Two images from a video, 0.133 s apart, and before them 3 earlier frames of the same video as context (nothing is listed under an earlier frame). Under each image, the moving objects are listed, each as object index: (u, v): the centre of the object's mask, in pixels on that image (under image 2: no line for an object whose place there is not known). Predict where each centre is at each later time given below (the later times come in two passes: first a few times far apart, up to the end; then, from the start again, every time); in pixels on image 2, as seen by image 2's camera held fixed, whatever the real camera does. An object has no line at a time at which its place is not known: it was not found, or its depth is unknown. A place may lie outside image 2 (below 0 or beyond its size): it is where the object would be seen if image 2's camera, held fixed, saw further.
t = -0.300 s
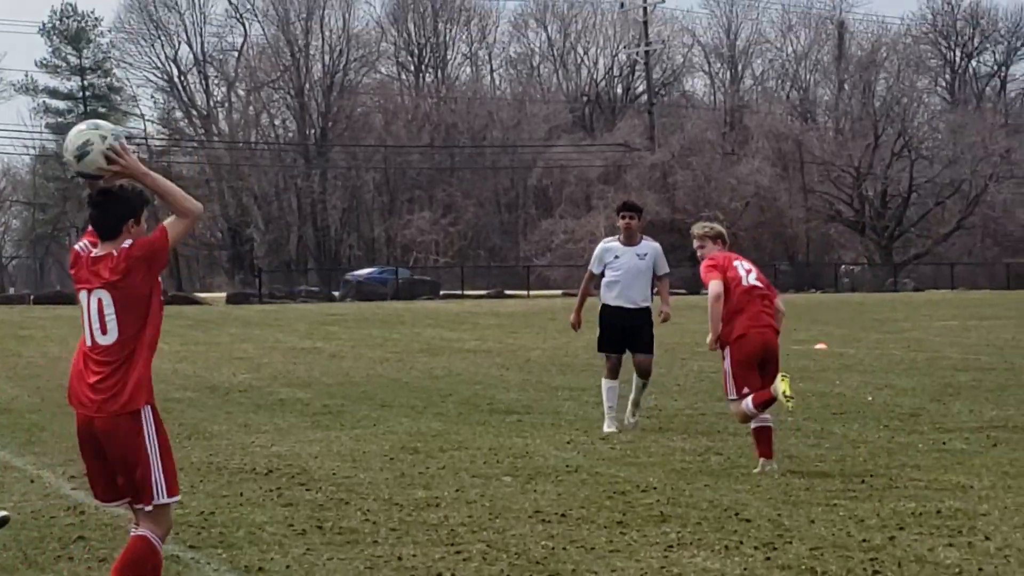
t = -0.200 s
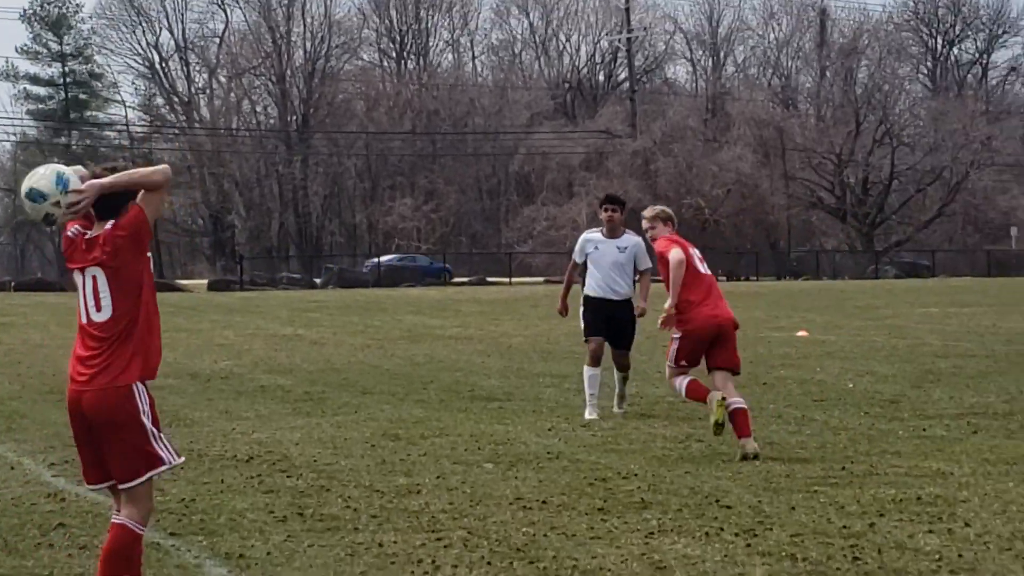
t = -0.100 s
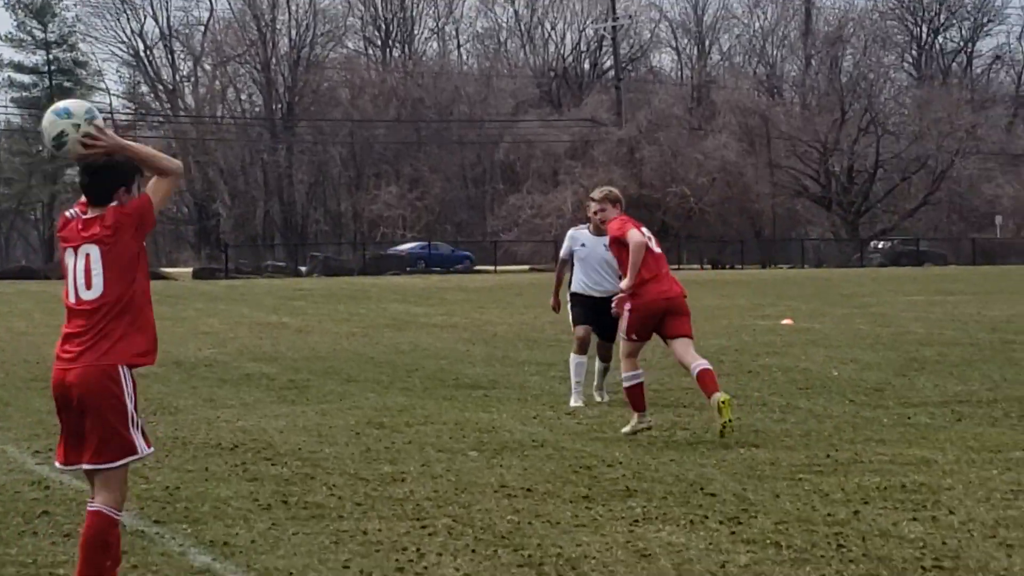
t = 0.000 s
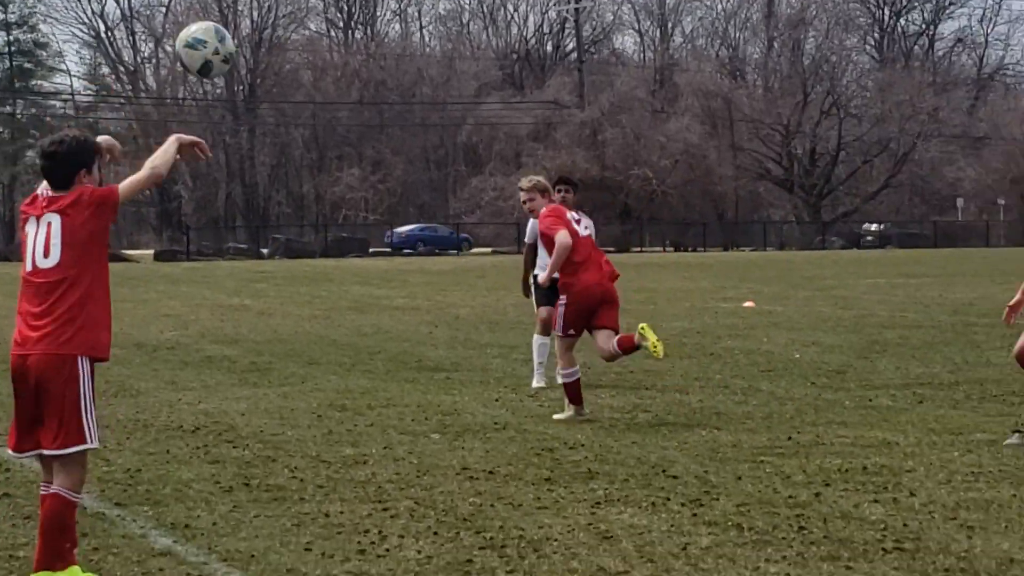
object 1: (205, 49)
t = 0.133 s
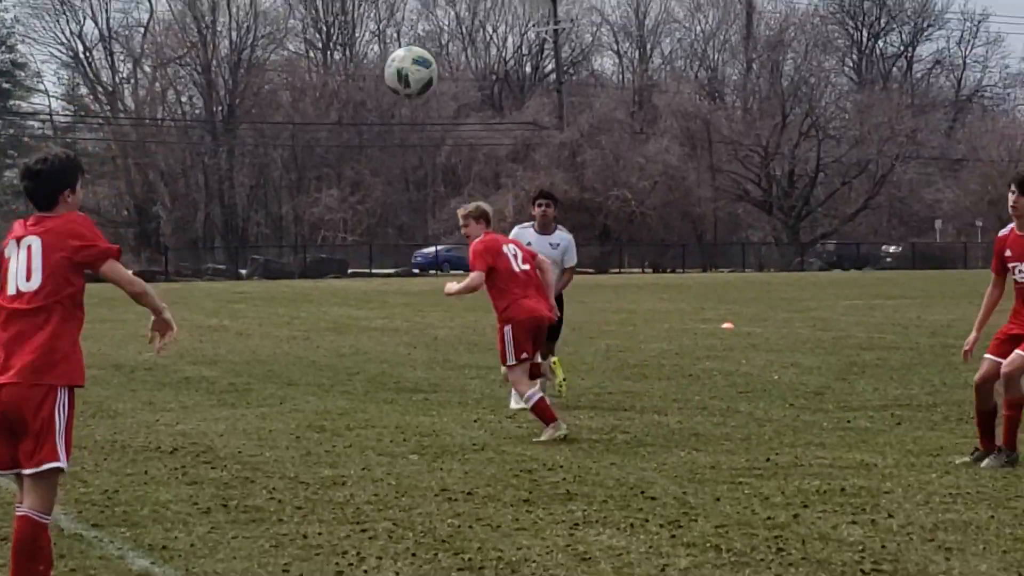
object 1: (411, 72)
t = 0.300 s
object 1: (641, 122)
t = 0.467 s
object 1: (838, 213)
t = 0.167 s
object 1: (461, 79)
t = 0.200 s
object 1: (508, 88)
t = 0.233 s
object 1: (554, 98)
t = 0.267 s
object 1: (599, 109)
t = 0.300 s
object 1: (641, 122)
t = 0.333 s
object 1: (683, 137)
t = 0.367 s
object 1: (723, 153)
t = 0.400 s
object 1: (762, 172)
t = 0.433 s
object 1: (801, 190)
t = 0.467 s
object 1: (838, 213)
